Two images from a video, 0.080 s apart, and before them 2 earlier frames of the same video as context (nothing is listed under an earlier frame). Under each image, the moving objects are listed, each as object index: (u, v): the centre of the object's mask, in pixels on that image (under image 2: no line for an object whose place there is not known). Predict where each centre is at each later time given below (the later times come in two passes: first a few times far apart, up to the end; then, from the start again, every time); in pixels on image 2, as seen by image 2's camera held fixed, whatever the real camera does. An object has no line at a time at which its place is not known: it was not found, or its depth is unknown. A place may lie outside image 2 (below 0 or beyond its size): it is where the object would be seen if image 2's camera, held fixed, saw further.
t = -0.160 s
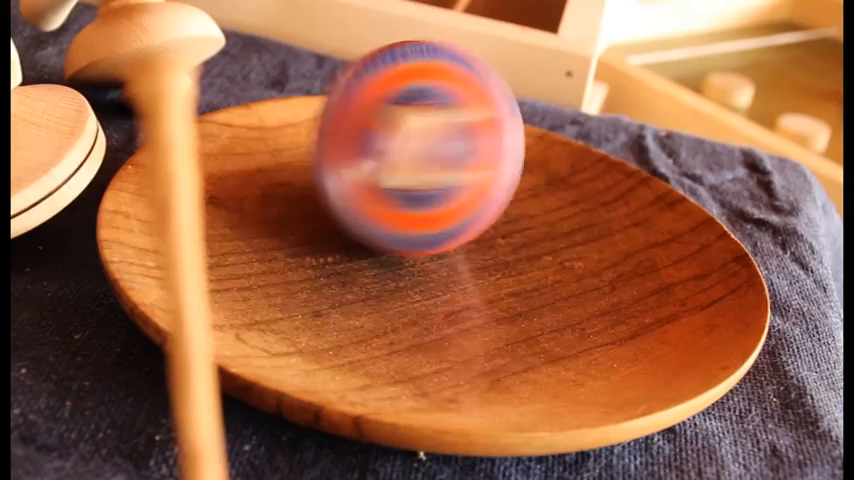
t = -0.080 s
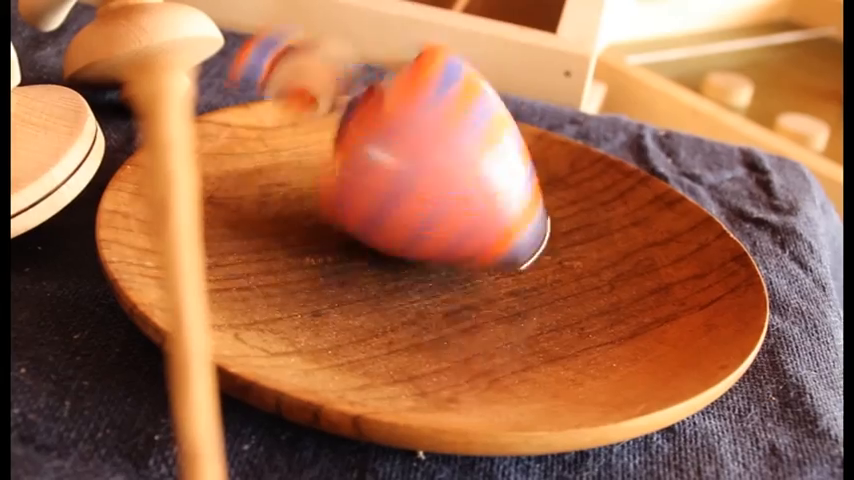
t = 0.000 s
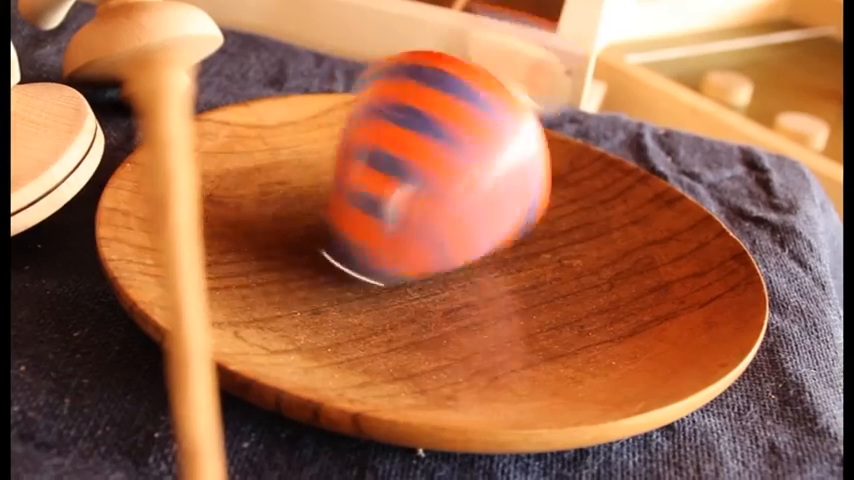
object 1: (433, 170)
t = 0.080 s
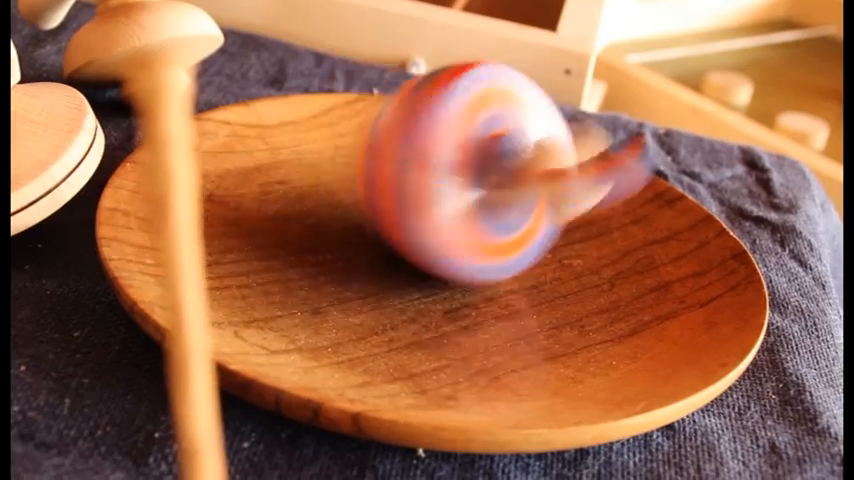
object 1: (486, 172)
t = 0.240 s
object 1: (504, 173)
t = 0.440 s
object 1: (495, 144)
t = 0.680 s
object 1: (462, 137)
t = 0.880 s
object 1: (452, 148)
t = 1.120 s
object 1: (485, 174)
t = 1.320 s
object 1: (501, 162)
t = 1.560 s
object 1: (514, 146)
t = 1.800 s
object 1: (455, 147)
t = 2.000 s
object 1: (445, 167)
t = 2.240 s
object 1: (527, 172)
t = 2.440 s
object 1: (489, 151)
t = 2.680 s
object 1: (462, 152)
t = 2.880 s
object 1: (450, 163)
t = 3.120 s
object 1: (475, 172)
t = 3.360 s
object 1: (485, 157)
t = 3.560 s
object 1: (452, 152)
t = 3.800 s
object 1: (457, 156)
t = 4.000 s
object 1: (475, 172)
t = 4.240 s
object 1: (475, 155)
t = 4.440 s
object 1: (473, 153)
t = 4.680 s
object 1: (445, 161)
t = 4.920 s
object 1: (481, 164)
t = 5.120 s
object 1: (462, 154)
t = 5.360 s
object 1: (445, 153)
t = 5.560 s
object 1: (463, 160)
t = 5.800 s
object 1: (459, 157)
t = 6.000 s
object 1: (452, 149)
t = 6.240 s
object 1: (464, 155)
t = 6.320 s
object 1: (472, 158)
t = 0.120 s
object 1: (469, 174)
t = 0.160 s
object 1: (469, 166)
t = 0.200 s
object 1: (481, 162)
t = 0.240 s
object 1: (504, 173)
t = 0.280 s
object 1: (513, 164)
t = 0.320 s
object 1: (526, 163)
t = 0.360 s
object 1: (530, 161)
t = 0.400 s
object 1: (511, 155)
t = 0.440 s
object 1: (495, 144)
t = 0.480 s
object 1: (494, 142)
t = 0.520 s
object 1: (496, 143)
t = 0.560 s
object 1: (485, 140)
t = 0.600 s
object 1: (490, 136)
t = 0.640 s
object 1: (488, 136)
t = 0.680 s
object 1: (462, 137)
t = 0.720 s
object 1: (437, 133)
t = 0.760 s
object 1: (438, 137)
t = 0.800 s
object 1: (444, 146)
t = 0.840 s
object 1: (444, 145)
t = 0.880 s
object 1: (452, 148)
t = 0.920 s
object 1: (470, 154)
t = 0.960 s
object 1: (453, 163)
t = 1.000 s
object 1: (443, 165)
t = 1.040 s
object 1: (452, 164)
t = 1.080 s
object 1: (464, 163)
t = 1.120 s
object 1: (485, 174)
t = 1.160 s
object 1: (500, 168)
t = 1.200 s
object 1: (520, 172)
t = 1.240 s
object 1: (533, 174)
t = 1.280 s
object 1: (516, 172)
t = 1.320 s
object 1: (501, 162)
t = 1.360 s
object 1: (504, 157)
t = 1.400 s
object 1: (506, 152)
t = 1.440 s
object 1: (512, 155)
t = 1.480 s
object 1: (512, 150)
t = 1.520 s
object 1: (513, 149)
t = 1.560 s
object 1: (514, 146)
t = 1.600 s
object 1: (491, 145)
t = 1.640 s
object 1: (465, 141)
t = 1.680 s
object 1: (455, 140)
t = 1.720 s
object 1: (454, 139)
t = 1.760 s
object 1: (456, 148)
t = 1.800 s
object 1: (455, 147)
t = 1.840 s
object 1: (459, 152)
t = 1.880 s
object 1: (472, 156)
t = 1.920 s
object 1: (467, 164)
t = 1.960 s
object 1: (452, 169)
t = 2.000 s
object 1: (445, 167)
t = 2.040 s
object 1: (457, 166)
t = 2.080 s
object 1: (469, 165)
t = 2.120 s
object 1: (486, 174)
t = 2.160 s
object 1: (497, 169)
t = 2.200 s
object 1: (512, 172)
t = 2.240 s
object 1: (527, 172)
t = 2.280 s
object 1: (521, 172)
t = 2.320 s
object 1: (504, 167)
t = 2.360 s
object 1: (487, 157)
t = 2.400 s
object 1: (486, 154)
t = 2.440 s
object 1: (489, 151)
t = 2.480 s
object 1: (490, 152)
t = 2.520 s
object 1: (485, 149)
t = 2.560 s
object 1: (487, 148)
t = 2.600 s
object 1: (483, 149)
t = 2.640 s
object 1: (483, 149)
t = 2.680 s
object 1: (462, 152)
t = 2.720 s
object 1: (442, 152)
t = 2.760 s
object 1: (428, 151)
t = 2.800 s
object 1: (435, 154)
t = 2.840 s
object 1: (439, 155)
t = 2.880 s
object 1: (450, 163)
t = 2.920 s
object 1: (458, 161)
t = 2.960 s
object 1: (470, 164)
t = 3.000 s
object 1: (483, 168)
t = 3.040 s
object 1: (496, 172)
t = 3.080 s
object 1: (482, 174)
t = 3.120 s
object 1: (475, 172)
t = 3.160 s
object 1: (470, 164)
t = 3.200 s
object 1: (479, 161)
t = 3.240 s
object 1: (501, 177)
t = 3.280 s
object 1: (487, 160)
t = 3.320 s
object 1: (487, 159)
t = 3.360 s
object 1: (485, 157)
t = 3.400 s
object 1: (488, 155)
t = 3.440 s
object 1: (488, 153)
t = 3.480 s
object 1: (485, 152)
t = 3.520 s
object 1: (468, 152)
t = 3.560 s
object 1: (452, 152)
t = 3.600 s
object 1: (438, 150)
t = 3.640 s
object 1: (442, 152)
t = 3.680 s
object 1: (443, 156)
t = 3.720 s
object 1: (444, 155)
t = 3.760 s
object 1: (449, 157)
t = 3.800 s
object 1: (457, 156)
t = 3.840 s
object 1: (462, 162)
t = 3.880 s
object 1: (470, 165)
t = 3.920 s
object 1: (485, 167)
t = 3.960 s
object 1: (484, 171)
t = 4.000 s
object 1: (475, 172)
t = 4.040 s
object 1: (467, 169)
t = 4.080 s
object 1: (463, 162)
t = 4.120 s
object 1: (468, 160)
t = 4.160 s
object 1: (472, 159)
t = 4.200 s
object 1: (474, 156)
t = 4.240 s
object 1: (475, 155)
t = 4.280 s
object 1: (474, 156)
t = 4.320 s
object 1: (475, 153)
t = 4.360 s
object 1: (472, 155)
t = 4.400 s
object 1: (469, 154)
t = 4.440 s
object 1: (473, 153)
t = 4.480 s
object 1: (464, 155)
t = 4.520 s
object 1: (452, 158)
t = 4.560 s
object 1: (440, 159)
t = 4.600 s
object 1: (430, 158)
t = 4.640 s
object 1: (437, 158)
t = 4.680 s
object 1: (445, 161)
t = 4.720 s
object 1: (452, 160)
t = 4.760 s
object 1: (457, 159)
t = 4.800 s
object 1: (466, 160)
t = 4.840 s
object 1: (473, 161)
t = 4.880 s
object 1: (477, 162)
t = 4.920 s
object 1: (481, 164)
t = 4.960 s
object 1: (487, 161)
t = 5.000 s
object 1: (493, 160)
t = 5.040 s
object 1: (486, 159)
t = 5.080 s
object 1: (473, 156)
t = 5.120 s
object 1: (462, 154)
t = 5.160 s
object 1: (451, 151)
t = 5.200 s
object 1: (444, 149)
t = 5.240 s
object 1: (445, 150)
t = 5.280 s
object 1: (446, 153)
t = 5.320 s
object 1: (444, 153)
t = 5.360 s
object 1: (445, 153)
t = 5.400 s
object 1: (448, 154)
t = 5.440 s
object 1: (452, 155)
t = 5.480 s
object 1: (454, 157)
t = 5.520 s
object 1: (458, 158)
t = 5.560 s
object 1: (463, 160)
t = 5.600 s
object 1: (472, 161)
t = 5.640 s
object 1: (481, 162)
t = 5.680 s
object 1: (480, 163)
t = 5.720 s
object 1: (470, 162)
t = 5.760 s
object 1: (466, 161)
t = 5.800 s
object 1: (459, 157)
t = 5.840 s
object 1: (454, 153)
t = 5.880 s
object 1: (451, 150)
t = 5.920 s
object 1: (453, 150)
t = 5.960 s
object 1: (454, 150)
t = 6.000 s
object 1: (452, 149)
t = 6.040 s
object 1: (450, 149)
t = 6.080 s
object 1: (450, 148)
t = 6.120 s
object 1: (452, 149)
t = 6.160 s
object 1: (456, 152)
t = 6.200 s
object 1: (460, 152)
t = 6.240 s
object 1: (464, 155)
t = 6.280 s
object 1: (443, 165)
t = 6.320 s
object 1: (472, 158)
